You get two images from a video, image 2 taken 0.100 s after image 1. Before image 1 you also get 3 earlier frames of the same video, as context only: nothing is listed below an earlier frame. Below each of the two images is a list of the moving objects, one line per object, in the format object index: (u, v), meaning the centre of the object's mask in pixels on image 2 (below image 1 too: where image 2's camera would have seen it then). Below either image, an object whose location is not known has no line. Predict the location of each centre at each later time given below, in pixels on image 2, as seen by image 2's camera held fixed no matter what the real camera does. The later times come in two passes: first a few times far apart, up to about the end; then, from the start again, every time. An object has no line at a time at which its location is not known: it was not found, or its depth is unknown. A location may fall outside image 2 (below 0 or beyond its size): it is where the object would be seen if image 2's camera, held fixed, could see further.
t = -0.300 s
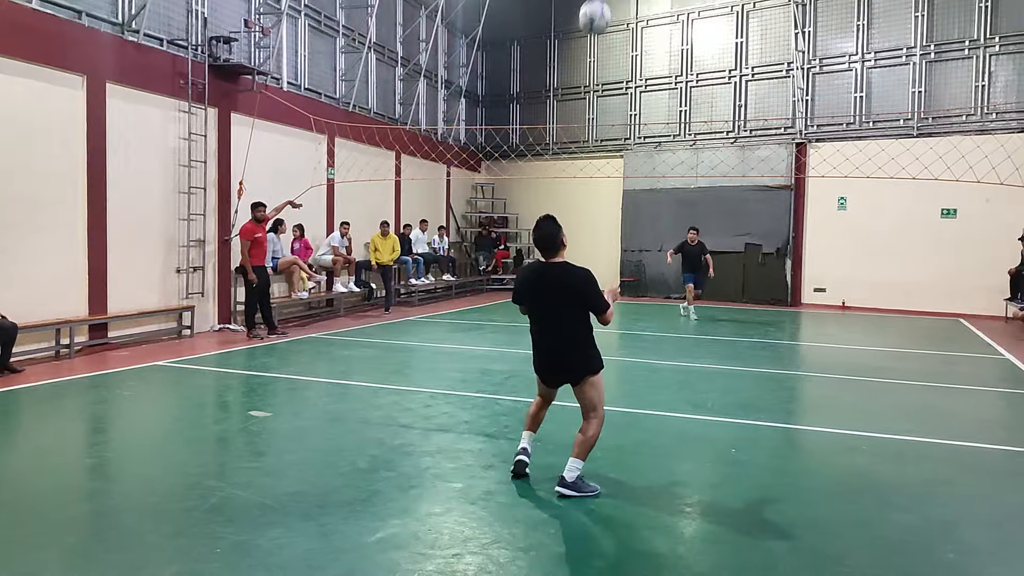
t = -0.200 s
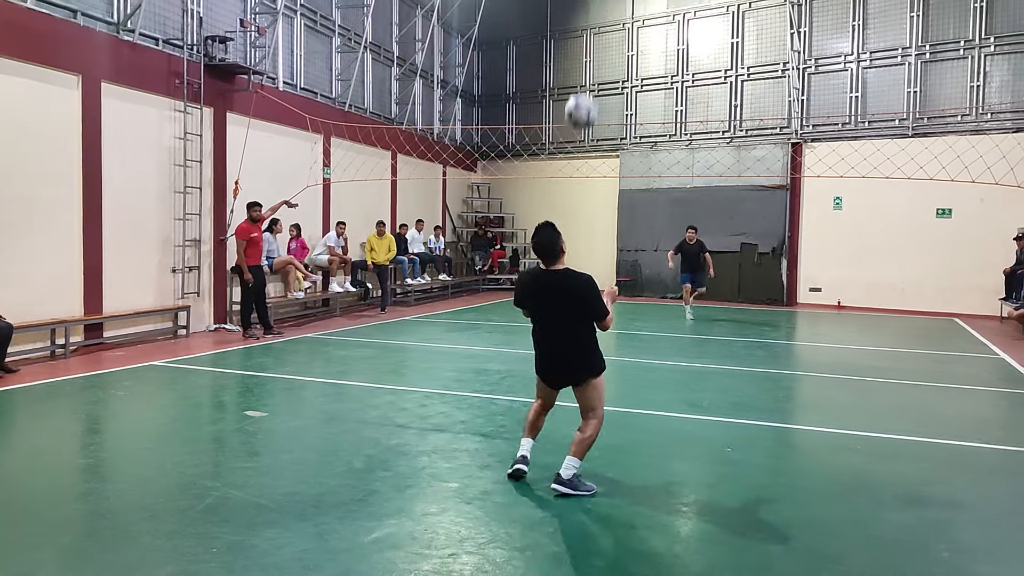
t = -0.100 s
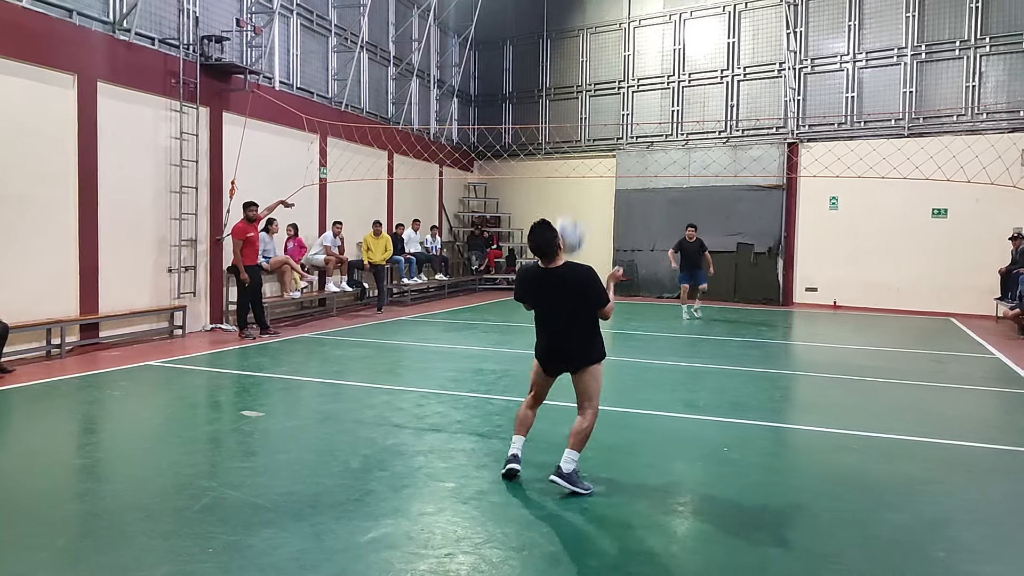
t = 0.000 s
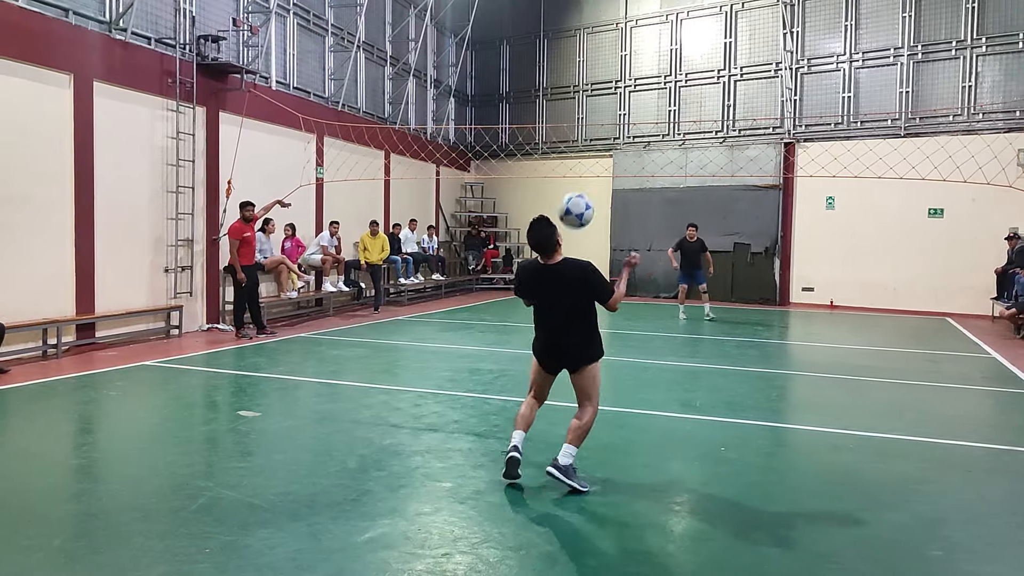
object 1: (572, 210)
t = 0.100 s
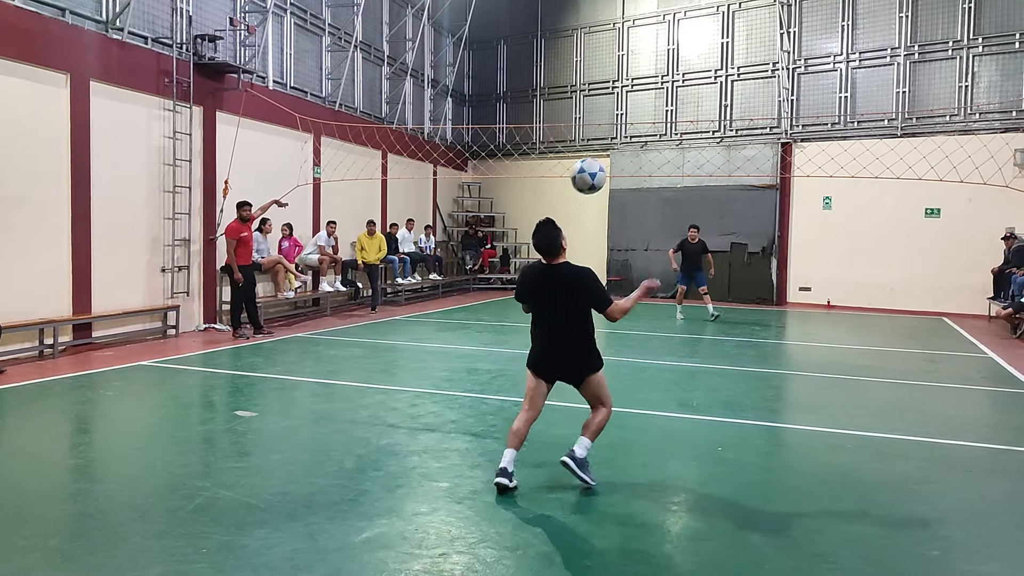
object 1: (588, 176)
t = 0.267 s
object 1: (612, 155)
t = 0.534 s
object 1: (646, 210)
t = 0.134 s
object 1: (593, 168)
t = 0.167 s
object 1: (598, 162)
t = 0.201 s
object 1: (602, 158)
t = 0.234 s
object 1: (607, 156)
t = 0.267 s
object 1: (612, 155)
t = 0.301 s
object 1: (616, 156)
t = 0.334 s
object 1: (620, 159)
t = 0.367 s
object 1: (624, 163)
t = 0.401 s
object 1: (628, 169)
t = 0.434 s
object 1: (633, 178)
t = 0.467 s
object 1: (639, 187)
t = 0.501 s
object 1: (642, 198)
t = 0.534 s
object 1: (646, 210)
